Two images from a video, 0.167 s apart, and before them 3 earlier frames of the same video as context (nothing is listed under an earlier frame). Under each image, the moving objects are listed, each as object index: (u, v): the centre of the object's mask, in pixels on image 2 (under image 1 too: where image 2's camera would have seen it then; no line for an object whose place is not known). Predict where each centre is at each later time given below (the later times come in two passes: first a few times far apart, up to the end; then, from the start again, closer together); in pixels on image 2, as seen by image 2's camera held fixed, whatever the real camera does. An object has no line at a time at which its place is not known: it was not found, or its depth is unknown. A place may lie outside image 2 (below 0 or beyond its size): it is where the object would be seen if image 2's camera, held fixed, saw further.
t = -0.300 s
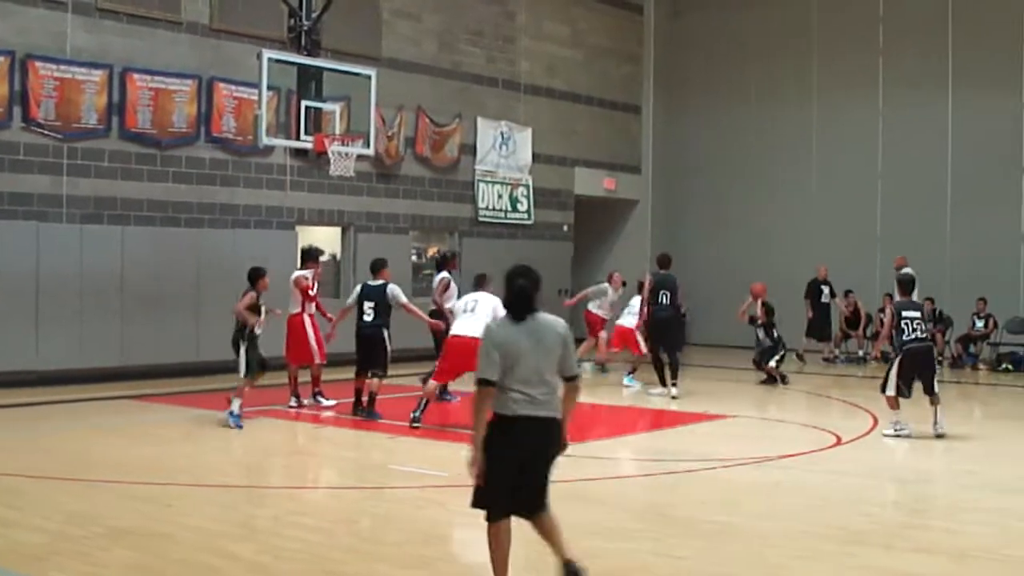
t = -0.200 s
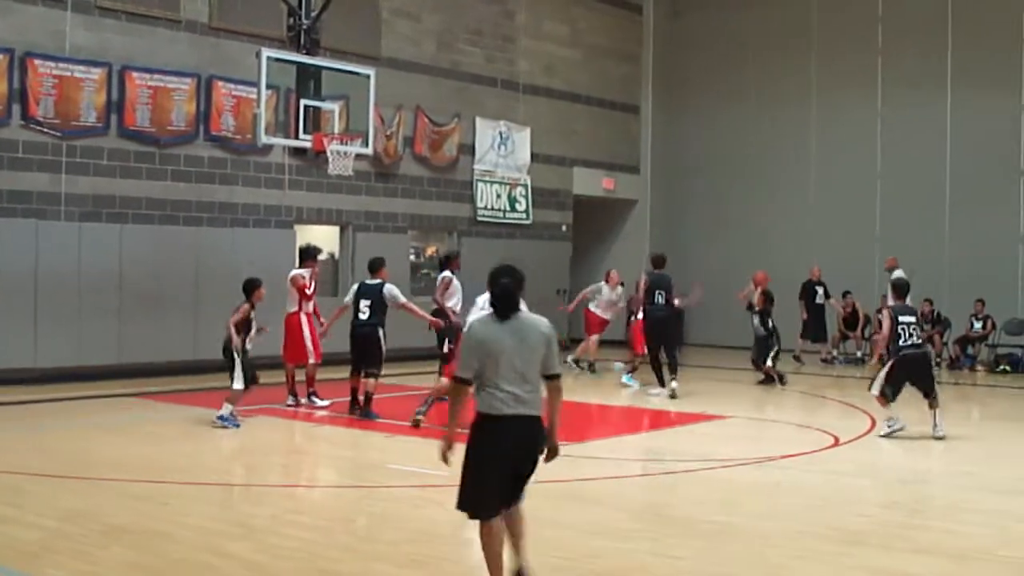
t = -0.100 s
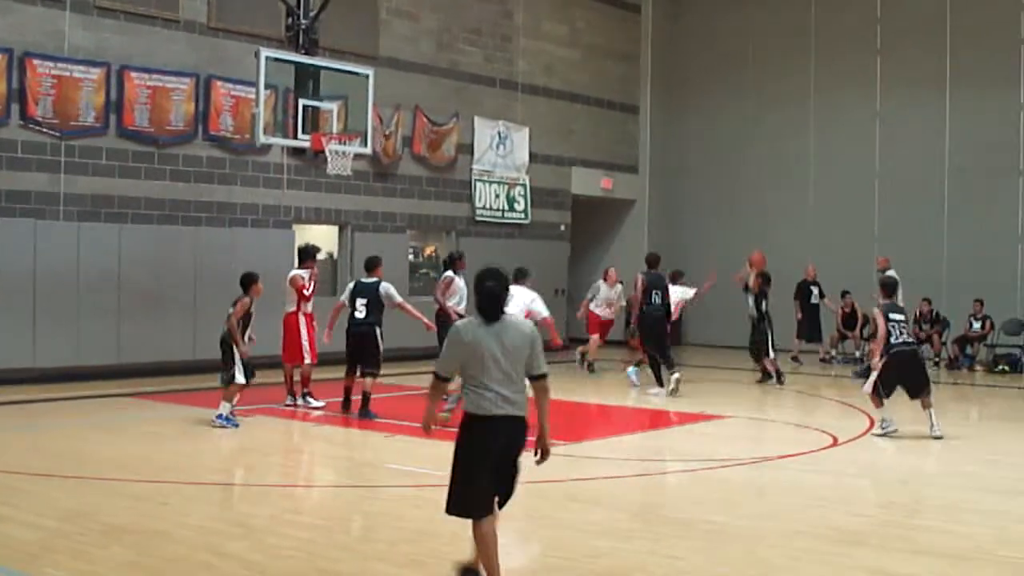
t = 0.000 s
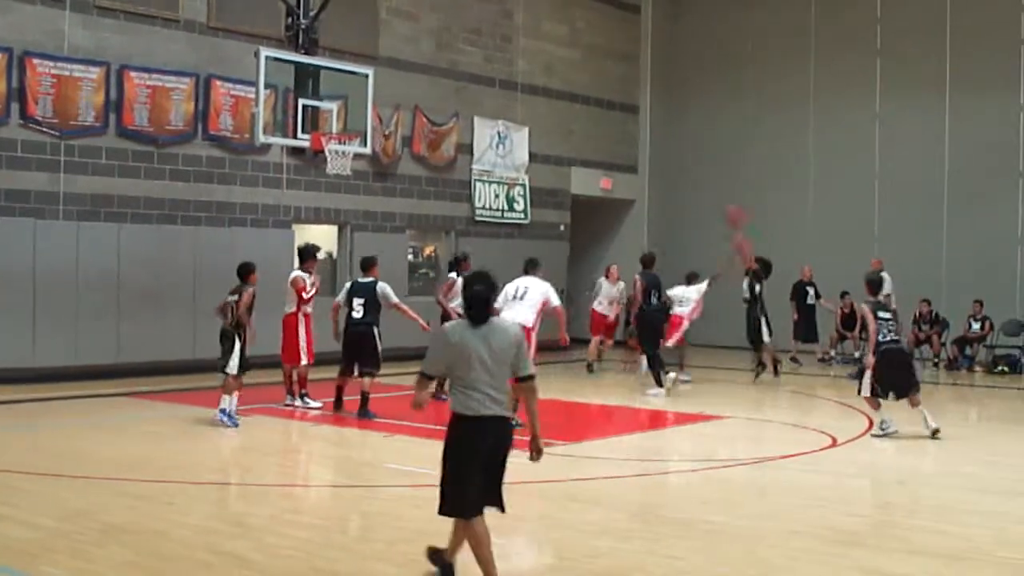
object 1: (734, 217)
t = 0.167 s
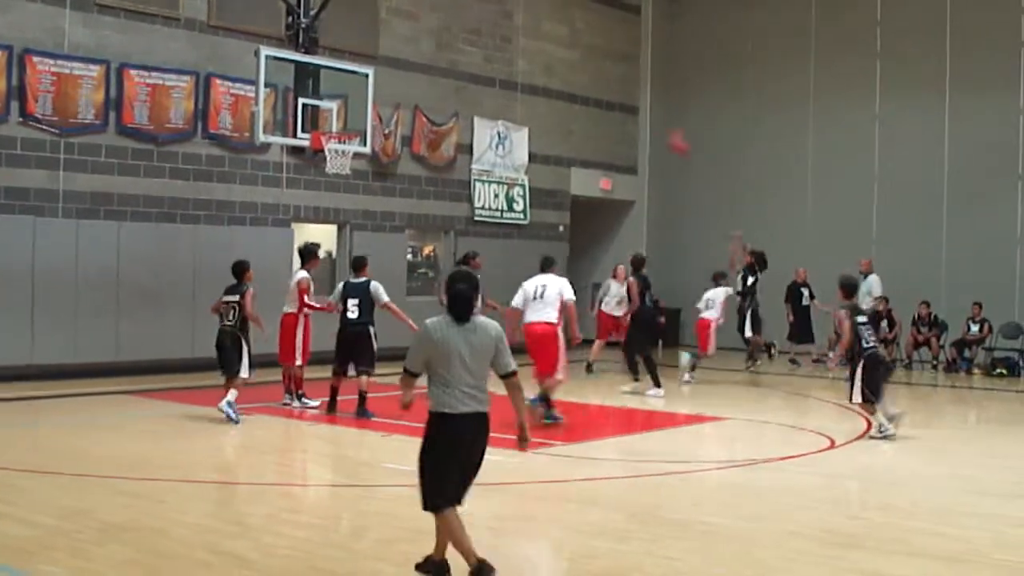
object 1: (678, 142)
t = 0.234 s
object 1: (655, 119)
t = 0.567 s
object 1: (541, 48)
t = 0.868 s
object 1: (434, 54)
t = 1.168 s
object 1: (347, 122)
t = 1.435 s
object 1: (372, 74)
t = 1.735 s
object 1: (402, 81)
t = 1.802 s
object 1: (408, 93)
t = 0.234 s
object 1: (655, 119)
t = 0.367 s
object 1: (611, 80)
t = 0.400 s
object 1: (600, 73)
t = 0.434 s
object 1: (588, 66)
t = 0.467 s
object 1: (576, 61)
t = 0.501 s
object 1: (564, 57)
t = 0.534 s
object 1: (553, 52)
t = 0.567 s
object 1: (541, 48)
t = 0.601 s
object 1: (529, 46)
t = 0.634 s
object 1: (518, 44)
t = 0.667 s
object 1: (506, 43)
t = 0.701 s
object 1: (494, 42)
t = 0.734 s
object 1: (482, 43)
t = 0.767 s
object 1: (471, 44)
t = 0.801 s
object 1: (457, 47)
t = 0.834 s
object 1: (447, 50)
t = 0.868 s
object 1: (434, 54)
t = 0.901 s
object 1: (423, 57)
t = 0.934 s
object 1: (411, 65)
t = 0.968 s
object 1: (397, 72)
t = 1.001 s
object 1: (386, 79)
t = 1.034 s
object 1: (375, 87)
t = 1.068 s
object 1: (360, 100)
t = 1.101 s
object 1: (348, 108)
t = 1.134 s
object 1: (346, 116)
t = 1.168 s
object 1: (347, 122)
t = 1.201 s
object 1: (349, 119)
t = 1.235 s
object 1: (351, 109)
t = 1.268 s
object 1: (355, 102)
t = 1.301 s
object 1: (358, 95)
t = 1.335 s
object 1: (362, 89)
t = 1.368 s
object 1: (365, 83)
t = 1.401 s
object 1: (368, 78)
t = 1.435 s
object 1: (372, 74)
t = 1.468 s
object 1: (376, 70)
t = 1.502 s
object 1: (379, 68)
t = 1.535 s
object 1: (383, 67)
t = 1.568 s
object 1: (386, 68)
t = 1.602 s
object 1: (389, 68)
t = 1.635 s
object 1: (392, 70)
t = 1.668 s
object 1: (395, 72)
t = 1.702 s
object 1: (398, 76)
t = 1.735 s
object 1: (402, 81)
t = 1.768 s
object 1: (405, 86)
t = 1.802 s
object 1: (408, 93)
